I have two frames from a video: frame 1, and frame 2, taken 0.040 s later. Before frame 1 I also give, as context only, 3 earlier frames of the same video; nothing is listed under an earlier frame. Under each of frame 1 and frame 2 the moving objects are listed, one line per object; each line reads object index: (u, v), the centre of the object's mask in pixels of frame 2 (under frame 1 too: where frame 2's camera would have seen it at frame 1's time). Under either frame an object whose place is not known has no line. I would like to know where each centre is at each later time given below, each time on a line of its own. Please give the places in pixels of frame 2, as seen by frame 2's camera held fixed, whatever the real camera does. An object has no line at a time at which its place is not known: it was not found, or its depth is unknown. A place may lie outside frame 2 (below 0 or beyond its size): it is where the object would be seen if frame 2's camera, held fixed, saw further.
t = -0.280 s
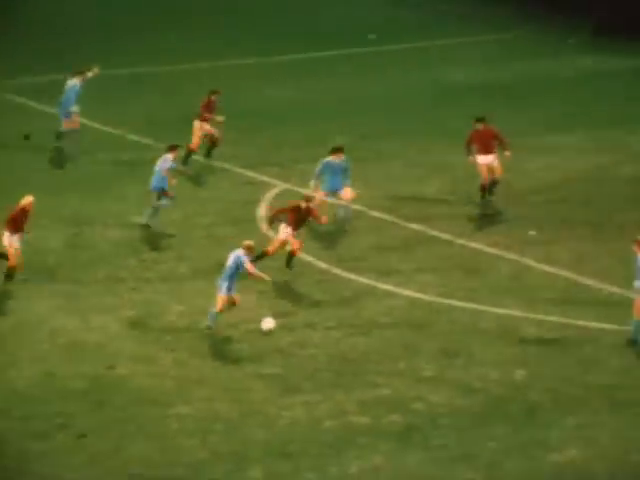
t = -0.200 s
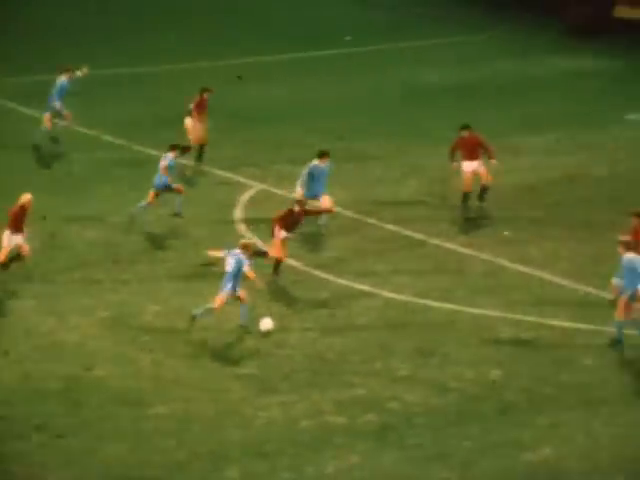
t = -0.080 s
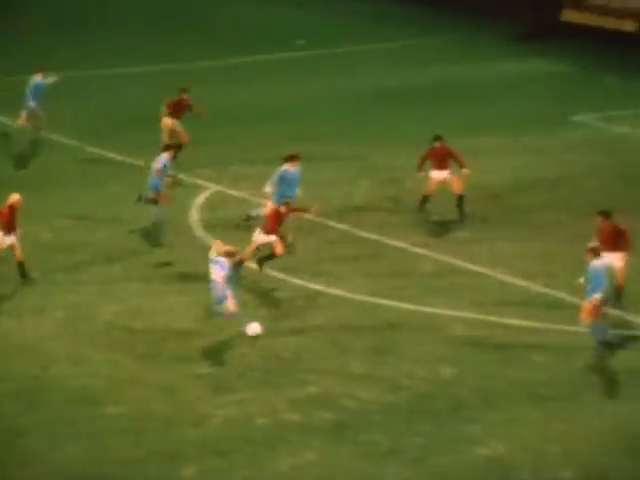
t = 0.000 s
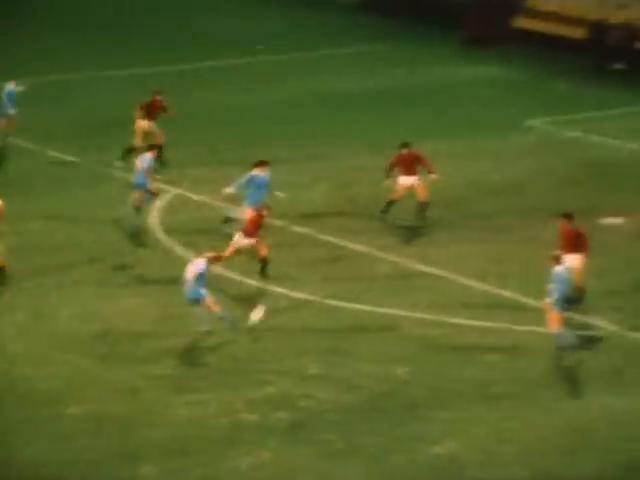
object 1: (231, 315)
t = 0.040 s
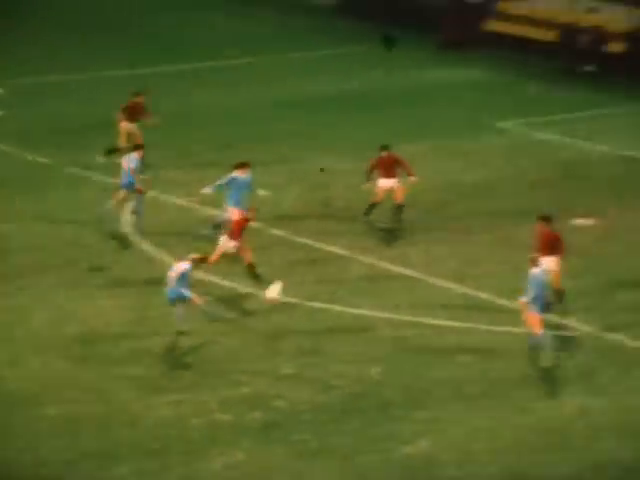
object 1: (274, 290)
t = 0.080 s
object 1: (314, 267)
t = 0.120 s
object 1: (355, 245)
